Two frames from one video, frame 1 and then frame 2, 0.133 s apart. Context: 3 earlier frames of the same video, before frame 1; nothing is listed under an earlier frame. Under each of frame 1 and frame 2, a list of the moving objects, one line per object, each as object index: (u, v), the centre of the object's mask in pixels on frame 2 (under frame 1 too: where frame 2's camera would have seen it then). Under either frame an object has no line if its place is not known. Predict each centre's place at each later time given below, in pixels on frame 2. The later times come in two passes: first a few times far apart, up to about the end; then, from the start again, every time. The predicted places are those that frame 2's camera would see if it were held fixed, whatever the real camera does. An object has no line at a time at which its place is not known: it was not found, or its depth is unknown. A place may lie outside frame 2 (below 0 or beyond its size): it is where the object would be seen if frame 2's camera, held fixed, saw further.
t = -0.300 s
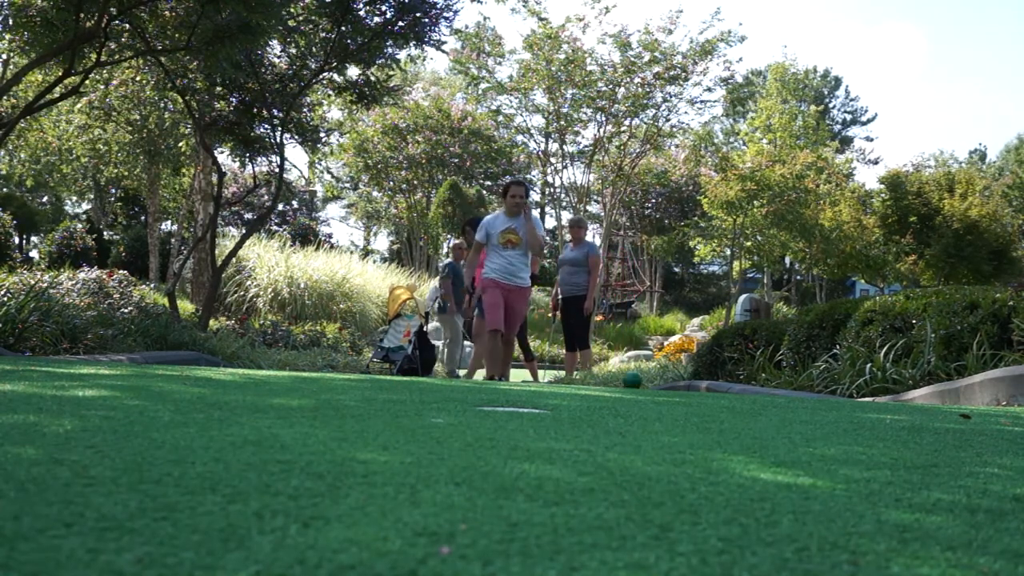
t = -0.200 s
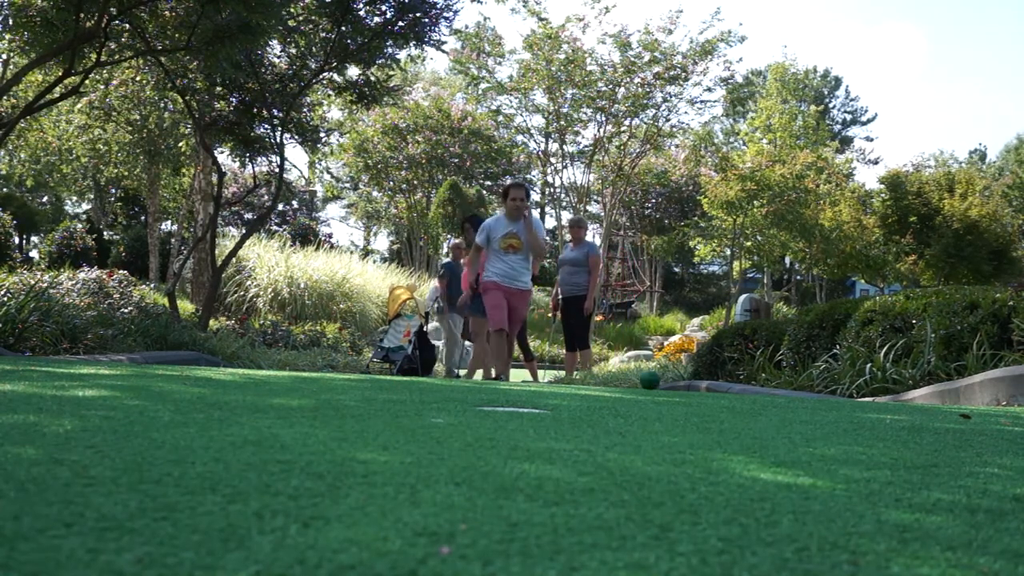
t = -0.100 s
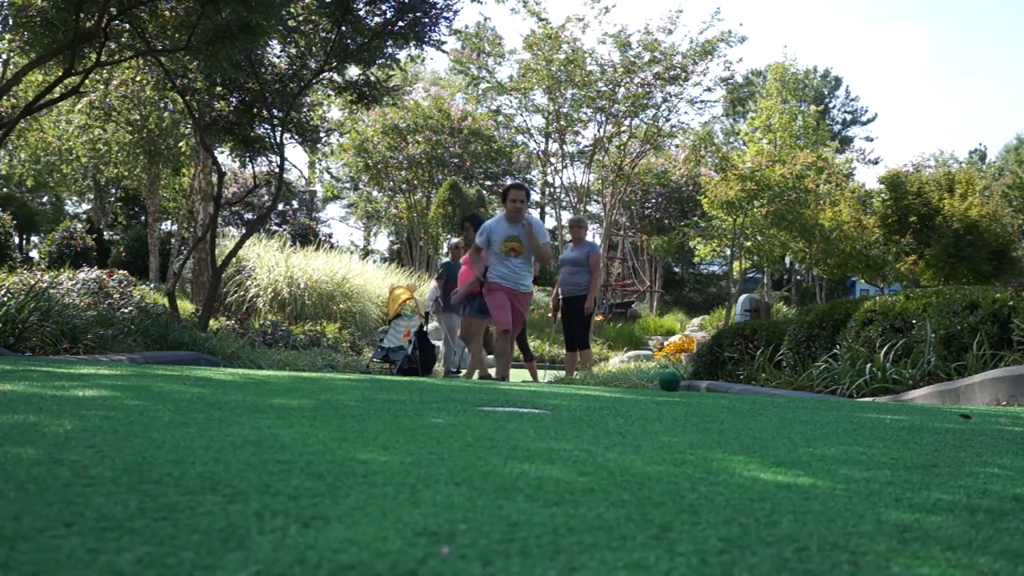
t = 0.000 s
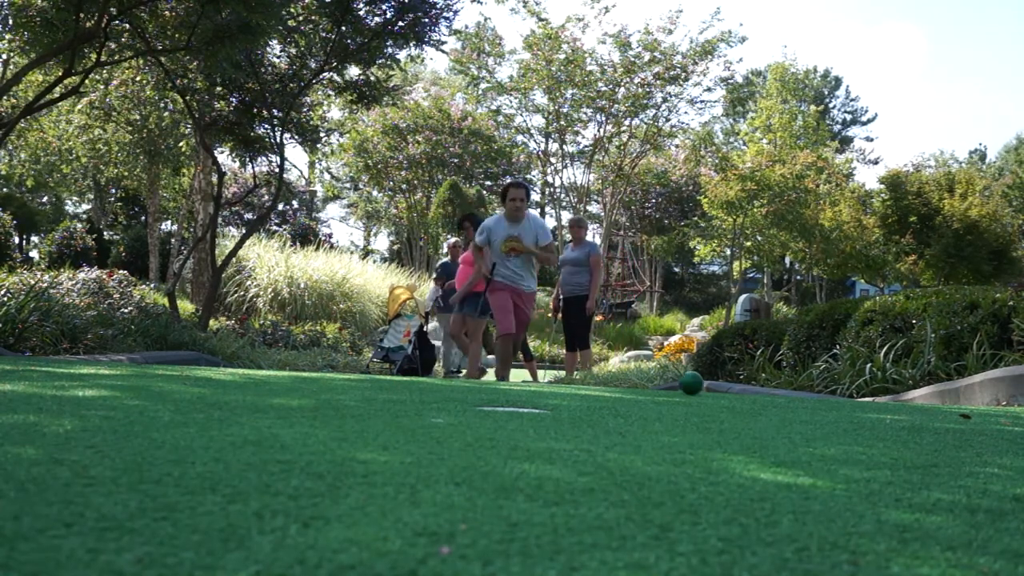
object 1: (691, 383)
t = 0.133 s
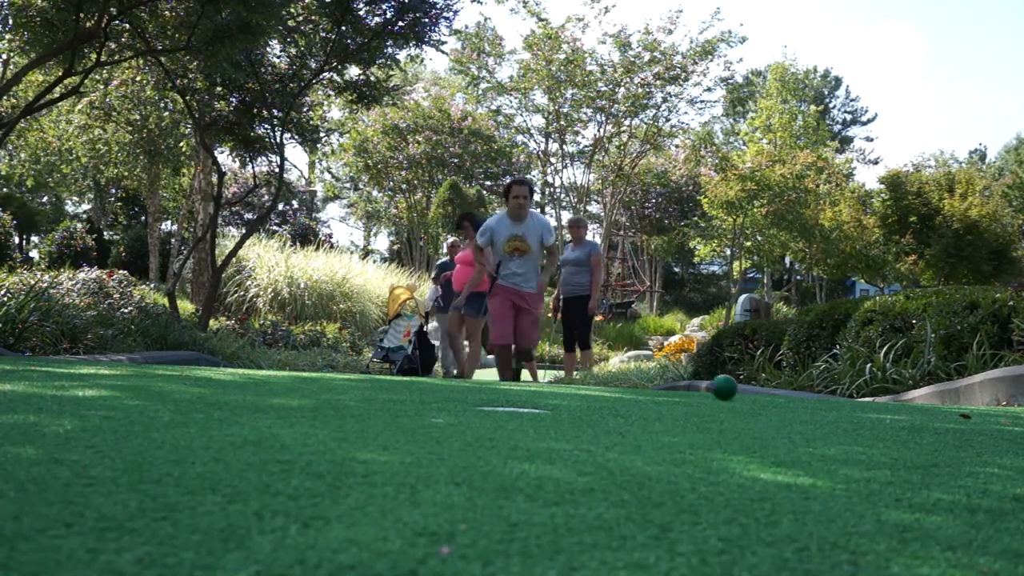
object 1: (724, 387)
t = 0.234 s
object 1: (752, 390)
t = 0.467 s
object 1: (829, 401)
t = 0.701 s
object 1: (932, 416)
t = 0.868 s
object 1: (1015, 430)
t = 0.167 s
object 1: (733, 388)
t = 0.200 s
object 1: (742, 389)
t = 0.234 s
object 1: (752, 390)
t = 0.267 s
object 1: (761, 392)
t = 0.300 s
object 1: (772, 393)
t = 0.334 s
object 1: (782, 394)
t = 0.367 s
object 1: (793, 395)
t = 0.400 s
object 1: (805, 398)
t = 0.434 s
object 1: (817, 399)
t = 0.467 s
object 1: (829, 401)
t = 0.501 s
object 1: (841, 402)
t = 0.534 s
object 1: (855, 403)
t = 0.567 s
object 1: (869, 406)
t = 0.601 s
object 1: (883, 407)
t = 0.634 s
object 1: (899, 409)
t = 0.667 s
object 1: (915, 413)
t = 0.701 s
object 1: (932, 416)
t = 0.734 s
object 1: (949, 418)
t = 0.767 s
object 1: (968, 421)
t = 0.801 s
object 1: (988, 424)
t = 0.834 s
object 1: (1005, 427)
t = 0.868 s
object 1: (1015, 430)
